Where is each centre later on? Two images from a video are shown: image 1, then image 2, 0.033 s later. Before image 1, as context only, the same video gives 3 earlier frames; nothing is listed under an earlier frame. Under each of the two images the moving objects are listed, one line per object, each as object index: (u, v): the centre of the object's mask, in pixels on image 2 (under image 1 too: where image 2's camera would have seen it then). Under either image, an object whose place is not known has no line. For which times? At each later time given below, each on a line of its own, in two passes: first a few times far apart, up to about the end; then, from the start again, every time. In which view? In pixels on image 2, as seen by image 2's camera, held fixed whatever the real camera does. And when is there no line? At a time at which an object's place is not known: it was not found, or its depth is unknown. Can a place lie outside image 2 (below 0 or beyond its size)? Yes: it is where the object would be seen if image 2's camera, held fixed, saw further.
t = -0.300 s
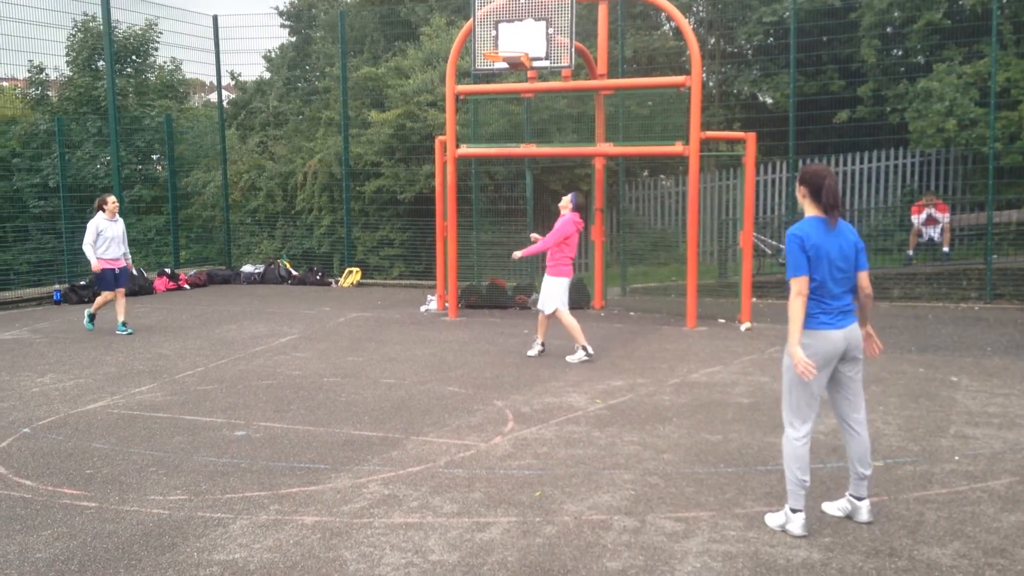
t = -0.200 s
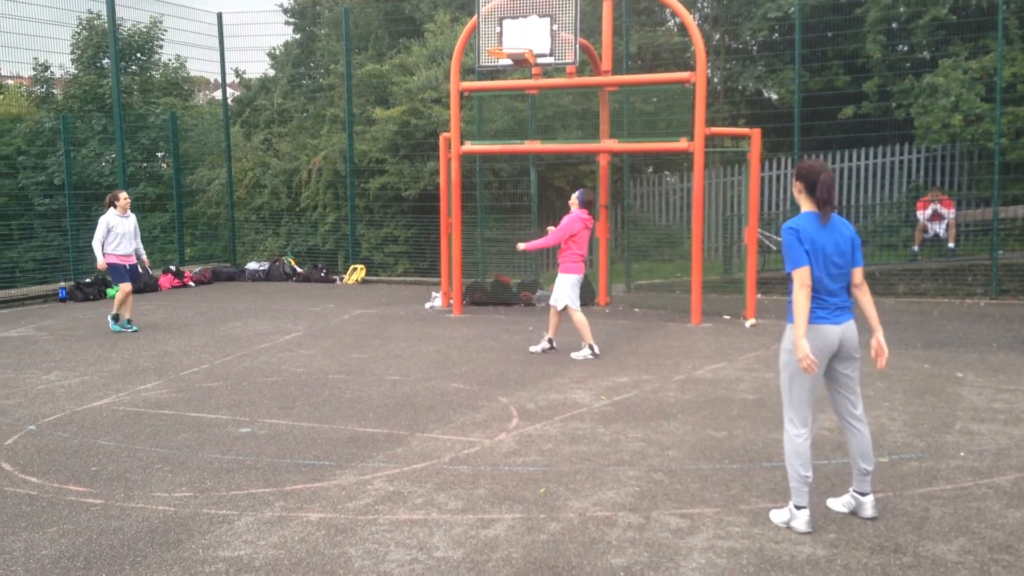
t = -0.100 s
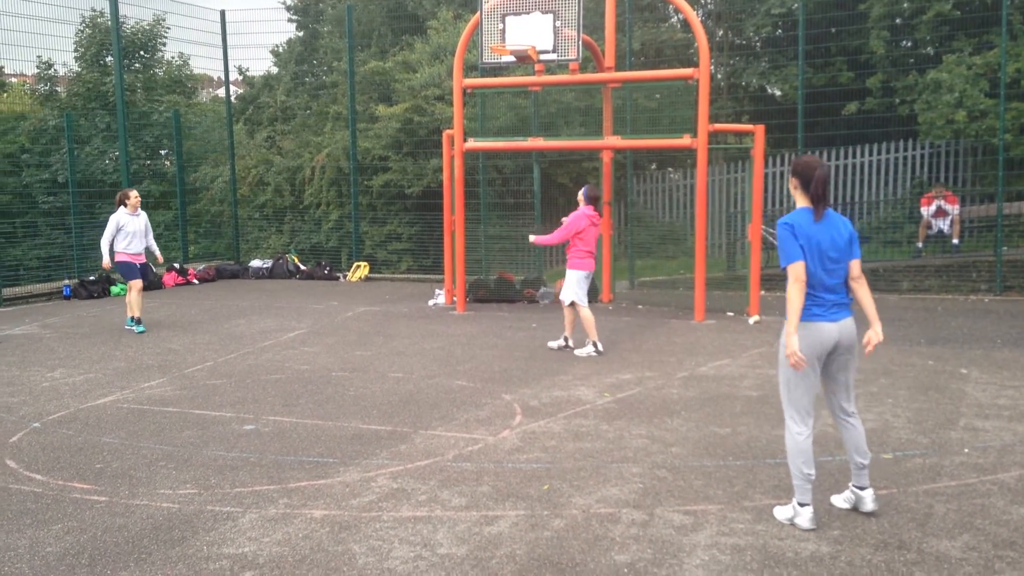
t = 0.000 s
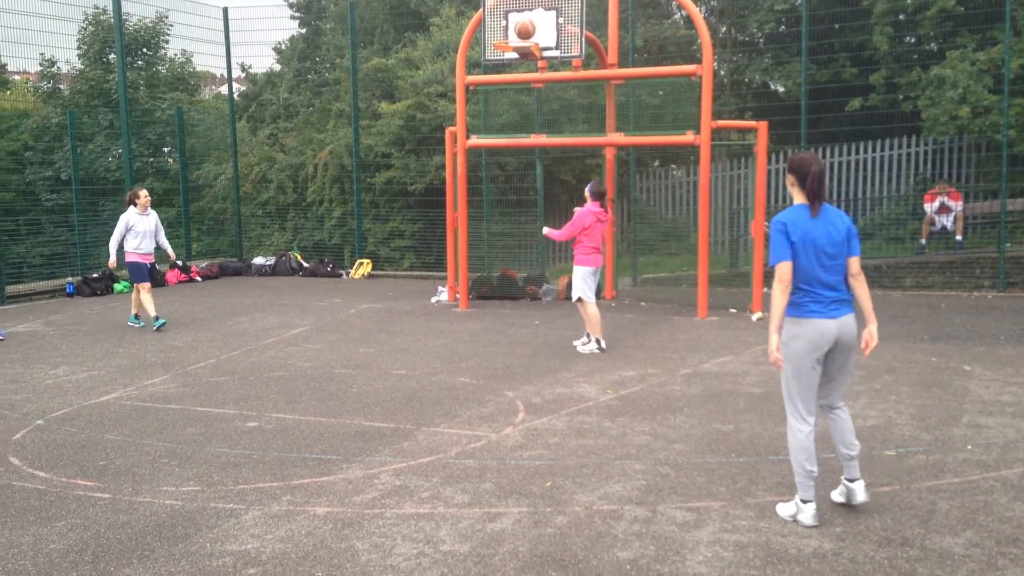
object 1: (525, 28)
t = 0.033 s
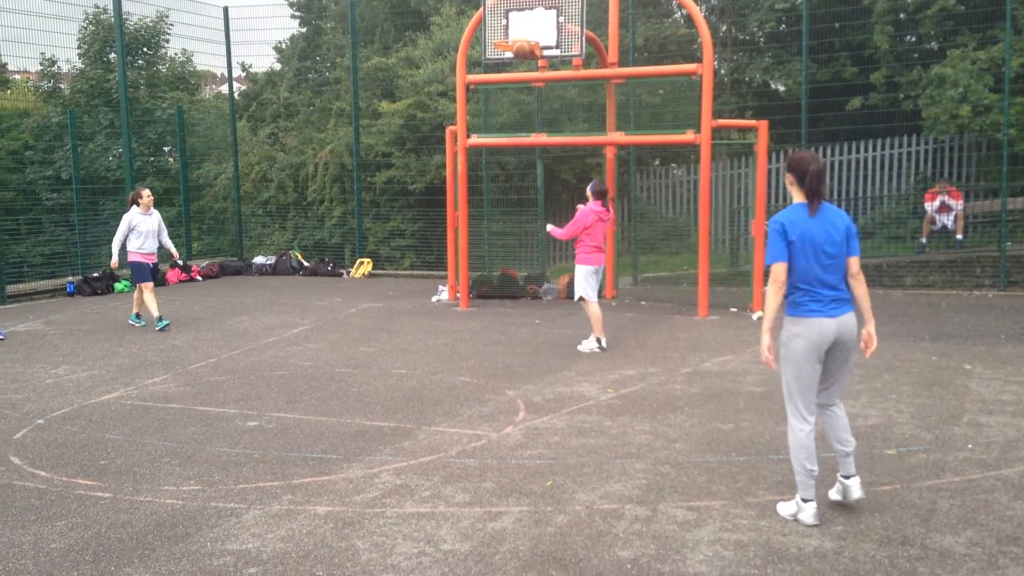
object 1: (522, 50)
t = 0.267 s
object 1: (471, 161)
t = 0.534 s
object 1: (415, 319)
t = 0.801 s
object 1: (356, 193)
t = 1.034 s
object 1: (301, 132)
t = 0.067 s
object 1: (514, 60)
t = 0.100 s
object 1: (507, 72)
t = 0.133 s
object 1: (499, 90)
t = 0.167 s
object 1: (492, 105)
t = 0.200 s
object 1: (485, 122)
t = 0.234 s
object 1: (478, 141)
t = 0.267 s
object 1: (471, 161)
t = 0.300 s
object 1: (465, 182)
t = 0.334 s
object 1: (456, 204)
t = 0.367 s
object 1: (449, 227)
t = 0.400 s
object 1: (441, 251)
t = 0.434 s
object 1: (435, 276)
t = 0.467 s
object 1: (428, 303)
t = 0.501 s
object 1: (421, 331)
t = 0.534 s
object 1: (415, 319)
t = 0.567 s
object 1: (408, 300)
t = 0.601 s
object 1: (401, 283)
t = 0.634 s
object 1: (394, 266)
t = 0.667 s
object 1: (387, 250)
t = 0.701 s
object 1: (379, 235)
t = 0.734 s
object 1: (372, 220)
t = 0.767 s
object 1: (364, 206)
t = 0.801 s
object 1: (356, 193)
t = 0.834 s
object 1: (349, 182)
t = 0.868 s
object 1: (341, 171)
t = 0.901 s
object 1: (333, 161)
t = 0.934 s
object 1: (325, 152)
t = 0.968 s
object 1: (317, 144)
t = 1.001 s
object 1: (309, 138)
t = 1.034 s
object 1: (301, 132)
